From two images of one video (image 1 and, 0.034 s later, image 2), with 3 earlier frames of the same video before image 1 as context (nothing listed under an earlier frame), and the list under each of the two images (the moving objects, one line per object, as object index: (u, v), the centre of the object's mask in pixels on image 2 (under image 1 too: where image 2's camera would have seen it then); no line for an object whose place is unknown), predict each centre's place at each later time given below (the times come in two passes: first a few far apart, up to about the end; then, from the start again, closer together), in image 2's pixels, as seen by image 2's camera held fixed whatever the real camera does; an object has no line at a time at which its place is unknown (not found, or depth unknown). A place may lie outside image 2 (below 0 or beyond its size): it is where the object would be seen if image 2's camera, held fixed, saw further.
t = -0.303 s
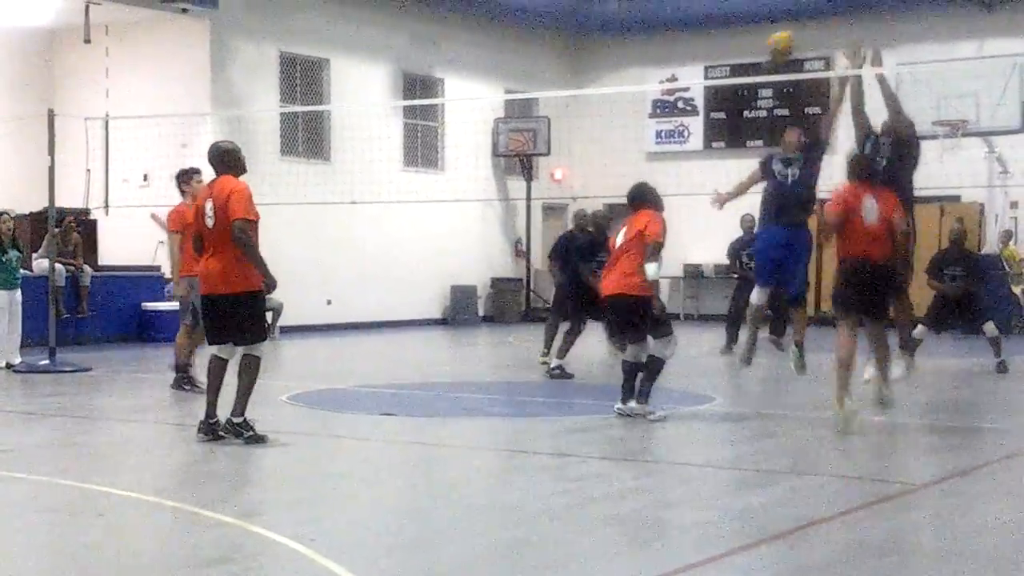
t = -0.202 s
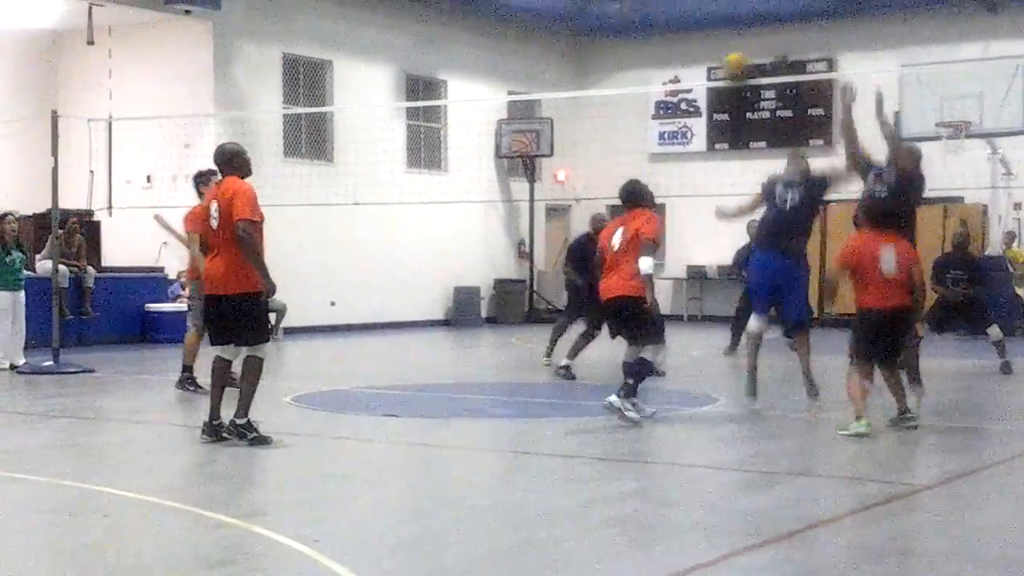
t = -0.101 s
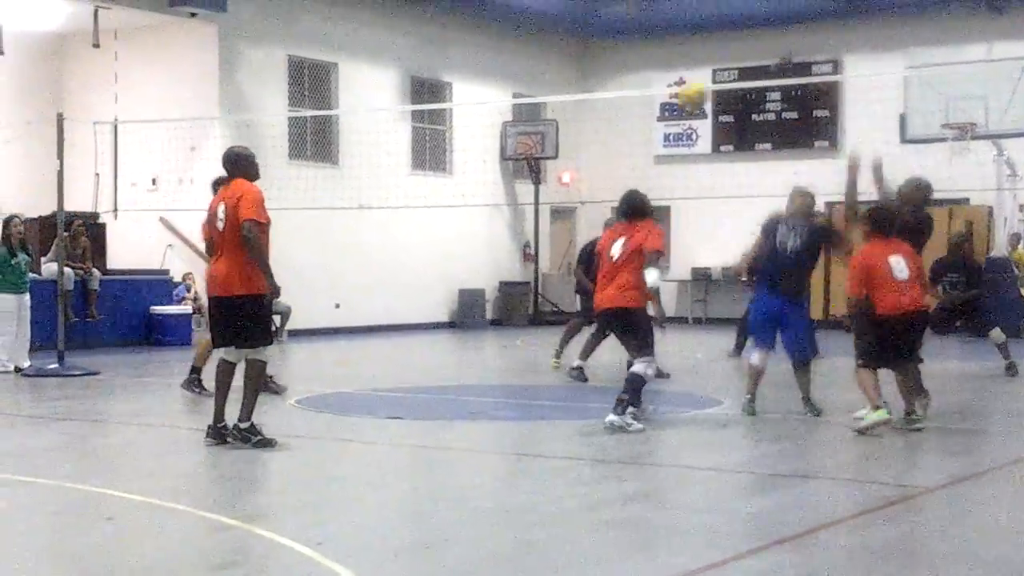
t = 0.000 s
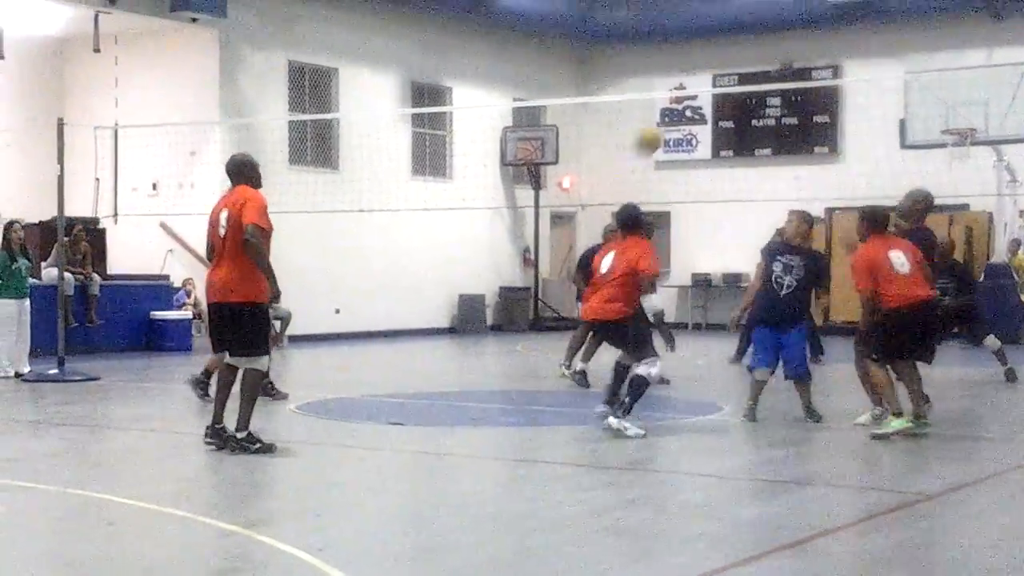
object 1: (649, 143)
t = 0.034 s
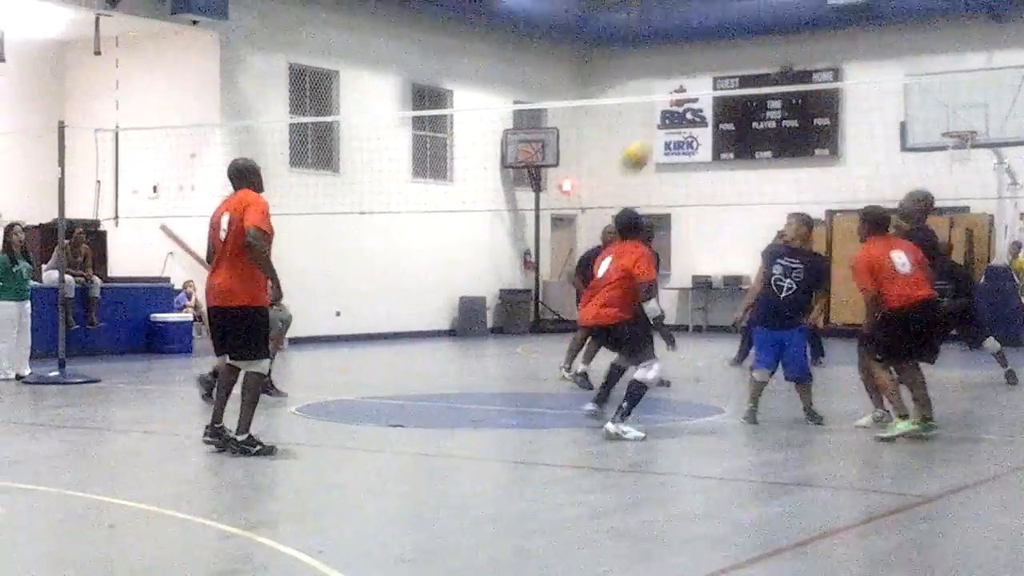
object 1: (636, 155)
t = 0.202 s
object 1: (563, 251)
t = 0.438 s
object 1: (472, 380)
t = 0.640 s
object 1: (436, 285)
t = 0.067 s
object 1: (620, 174)
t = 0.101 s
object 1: (605, 190)
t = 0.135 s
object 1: (592, 210)
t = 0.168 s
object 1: (574, 229)
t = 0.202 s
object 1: (563, 251)
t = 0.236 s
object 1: (549, 274)
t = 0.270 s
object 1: (533, 298)
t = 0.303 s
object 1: (520, 320)
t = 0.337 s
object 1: (507, 352)
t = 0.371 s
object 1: (493, 378)
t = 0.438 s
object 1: (472, 380)
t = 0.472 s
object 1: (466, 360)
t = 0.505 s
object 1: (461, 343)
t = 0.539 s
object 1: (453, 327)
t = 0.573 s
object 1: (448, 312)
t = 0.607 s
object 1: (441, 297)
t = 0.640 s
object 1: (436, 285)
